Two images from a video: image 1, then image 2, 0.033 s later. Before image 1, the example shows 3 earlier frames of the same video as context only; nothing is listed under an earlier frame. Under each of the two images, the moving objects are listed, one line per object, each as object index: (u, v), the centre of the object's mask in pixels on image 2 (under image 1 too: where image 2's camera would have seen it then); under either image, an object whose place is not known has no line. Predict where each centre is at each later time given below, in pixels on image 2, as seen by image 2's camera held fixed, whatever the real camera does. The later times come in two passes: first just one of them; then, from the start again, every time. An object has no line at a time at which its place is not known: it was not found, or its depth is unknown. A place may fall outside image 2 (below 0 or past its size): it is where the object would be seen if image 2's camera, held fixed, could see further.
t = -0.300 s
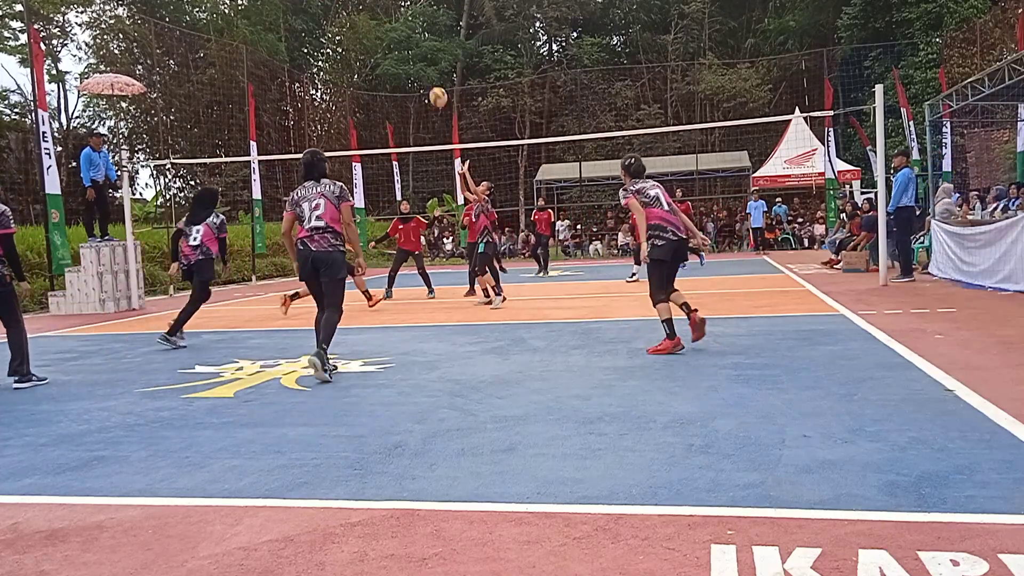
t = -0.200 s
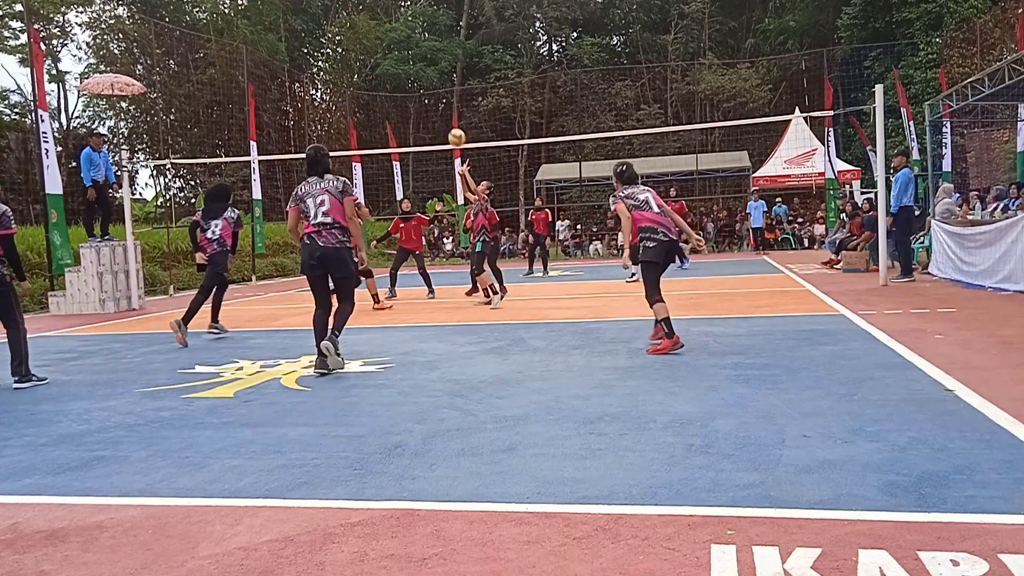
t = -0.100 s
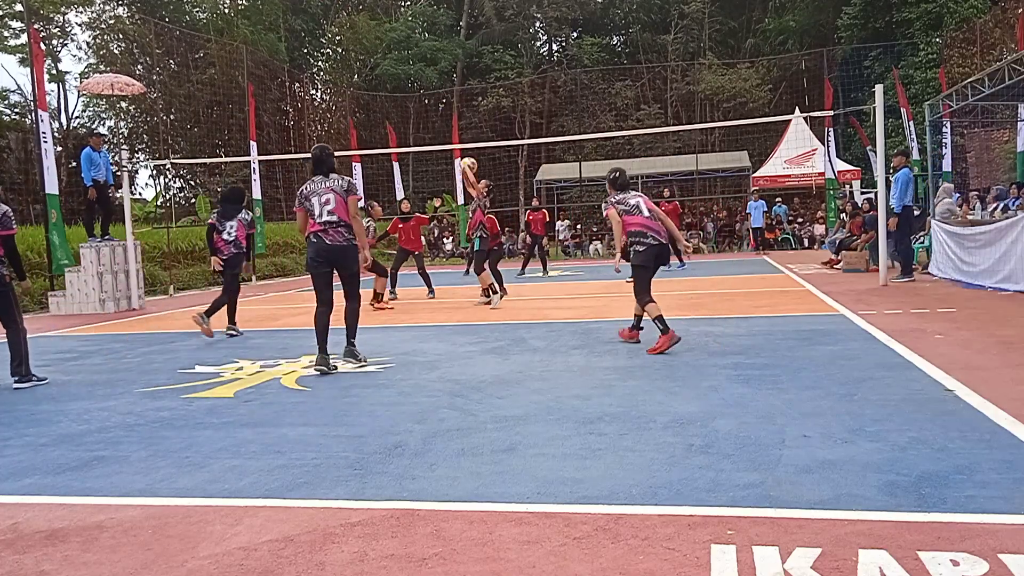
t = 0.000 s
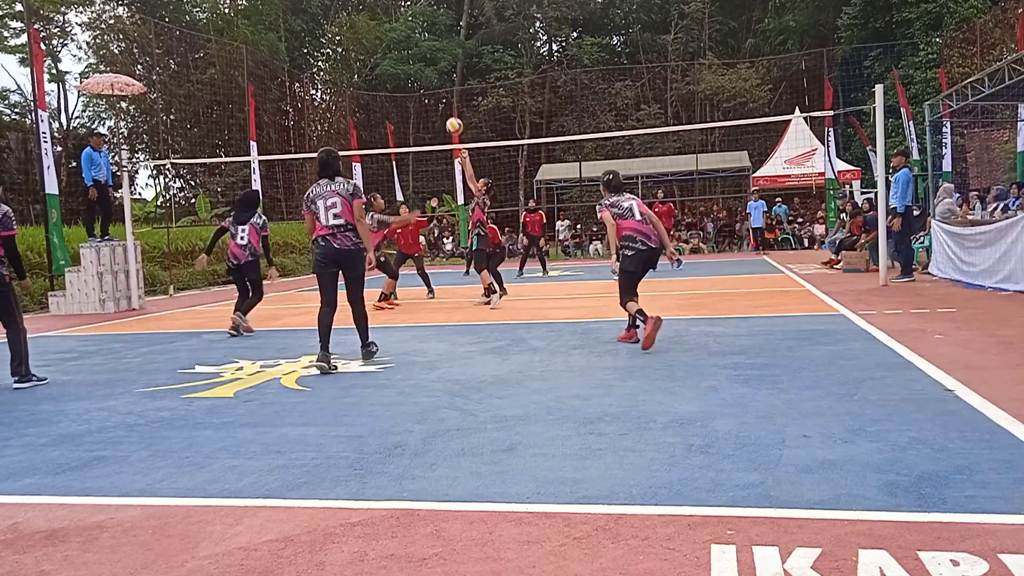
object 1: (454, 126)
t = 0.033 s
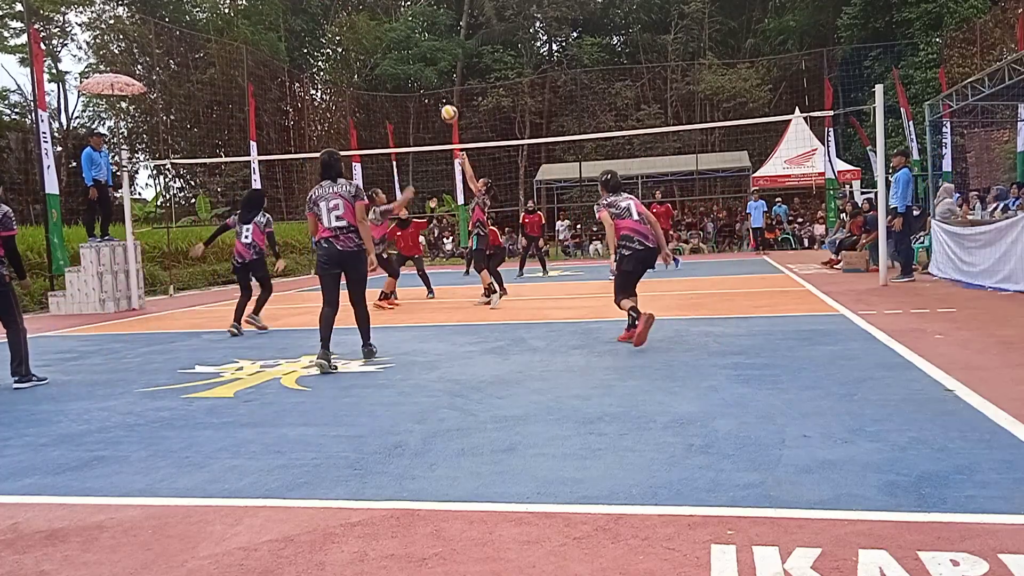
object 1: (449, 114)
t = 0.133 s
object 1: (435, 81)
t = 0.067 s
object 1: (444, 102)
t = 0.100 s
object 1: (440, 91)
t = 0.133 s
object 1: (435, 81)
